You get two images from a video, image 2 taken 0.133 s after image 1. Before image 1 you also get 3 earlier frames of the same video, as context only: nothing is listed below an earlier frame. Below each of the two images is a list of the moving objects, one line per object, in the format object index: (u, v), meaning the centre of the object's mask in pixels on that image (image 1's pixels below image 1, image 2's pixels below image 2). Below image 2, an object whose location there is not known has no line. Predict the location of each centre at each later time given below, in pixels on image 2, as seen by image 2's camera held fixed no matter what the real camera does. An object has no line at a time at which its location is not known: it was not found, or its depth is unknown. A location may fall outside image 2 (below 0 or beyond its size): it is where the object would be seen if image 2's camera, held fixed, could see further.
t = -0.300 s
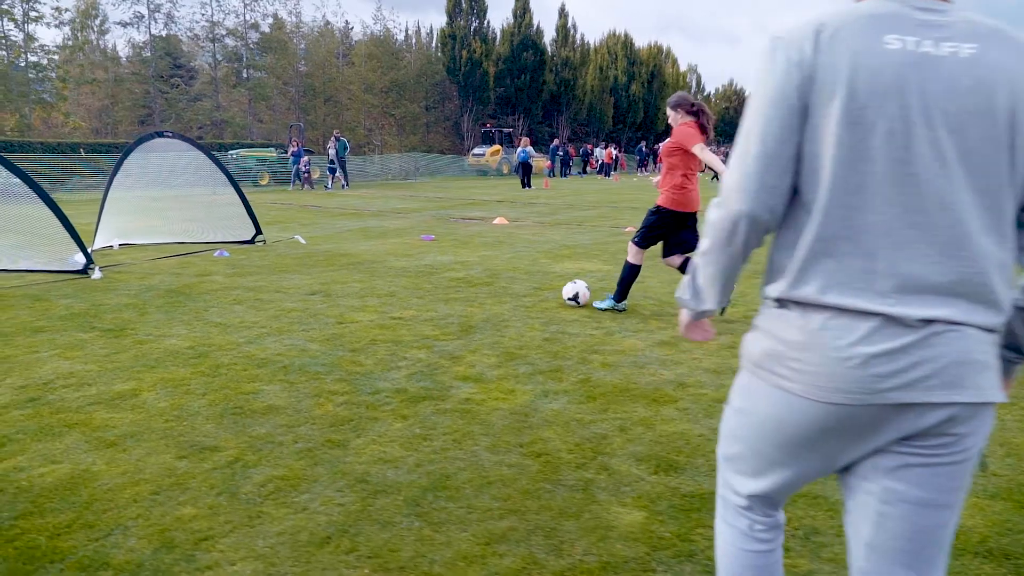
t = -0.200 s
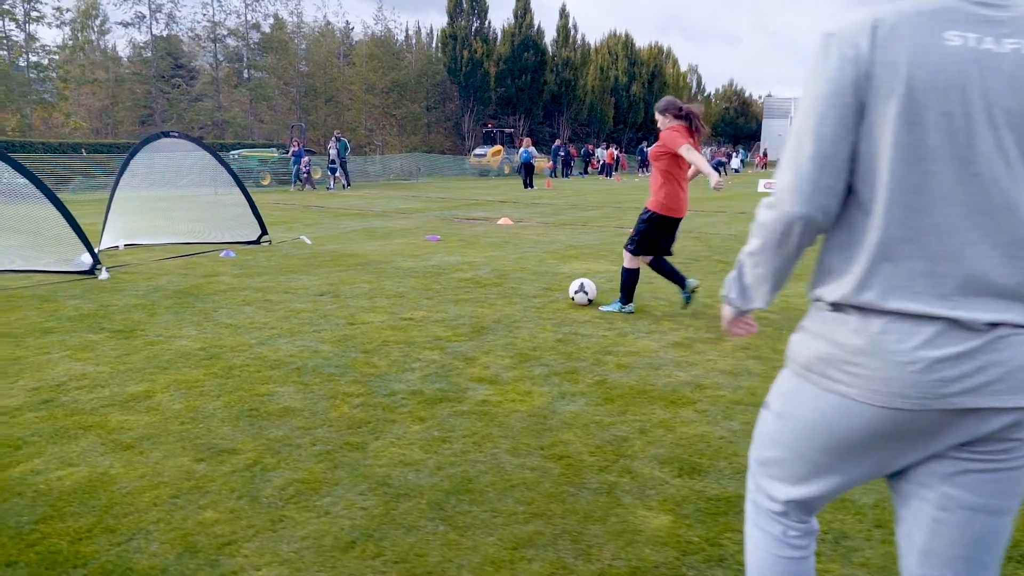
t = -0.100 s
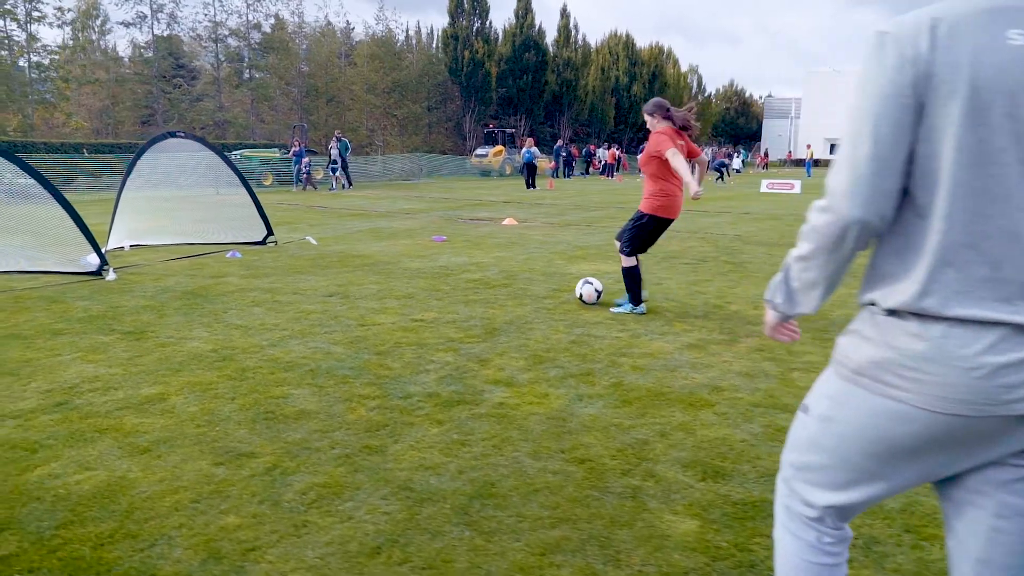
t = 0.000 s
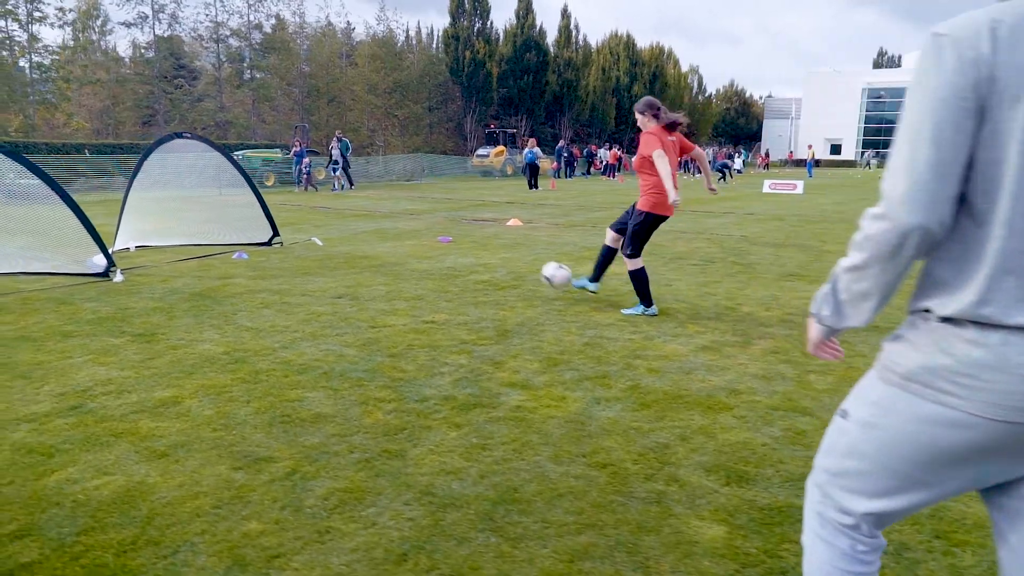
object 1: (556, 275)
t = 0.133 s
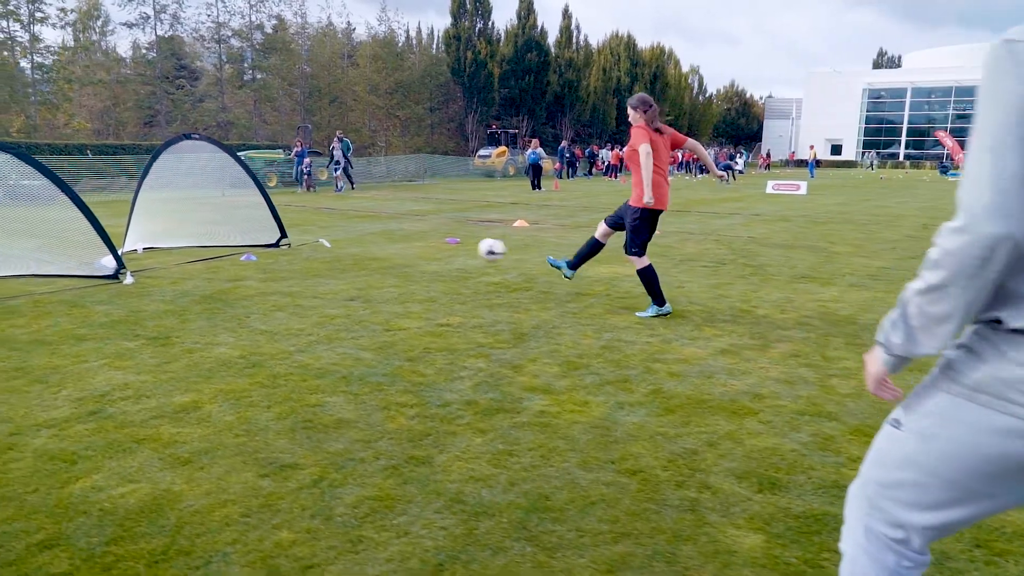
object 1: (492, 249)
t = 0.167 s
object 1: (474, 244)
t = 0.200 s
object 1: (458, 239)
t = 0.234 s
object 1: (442, 234)
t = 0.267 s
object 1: (427, 230)
